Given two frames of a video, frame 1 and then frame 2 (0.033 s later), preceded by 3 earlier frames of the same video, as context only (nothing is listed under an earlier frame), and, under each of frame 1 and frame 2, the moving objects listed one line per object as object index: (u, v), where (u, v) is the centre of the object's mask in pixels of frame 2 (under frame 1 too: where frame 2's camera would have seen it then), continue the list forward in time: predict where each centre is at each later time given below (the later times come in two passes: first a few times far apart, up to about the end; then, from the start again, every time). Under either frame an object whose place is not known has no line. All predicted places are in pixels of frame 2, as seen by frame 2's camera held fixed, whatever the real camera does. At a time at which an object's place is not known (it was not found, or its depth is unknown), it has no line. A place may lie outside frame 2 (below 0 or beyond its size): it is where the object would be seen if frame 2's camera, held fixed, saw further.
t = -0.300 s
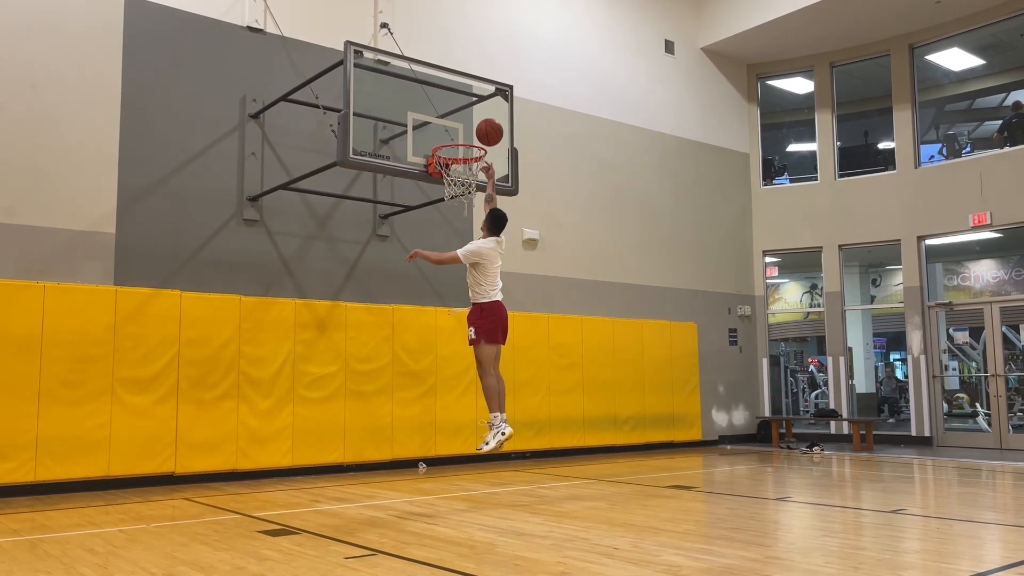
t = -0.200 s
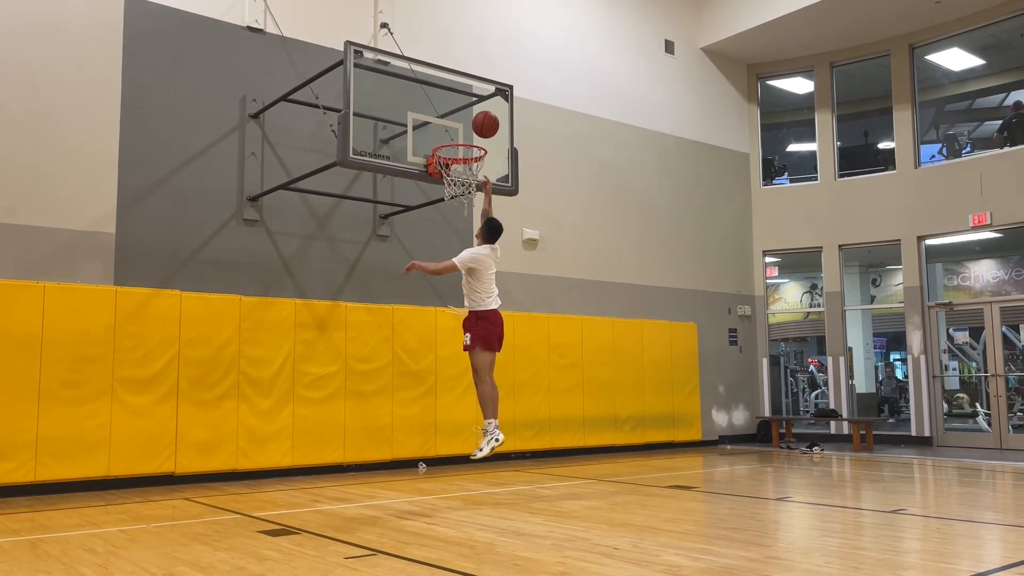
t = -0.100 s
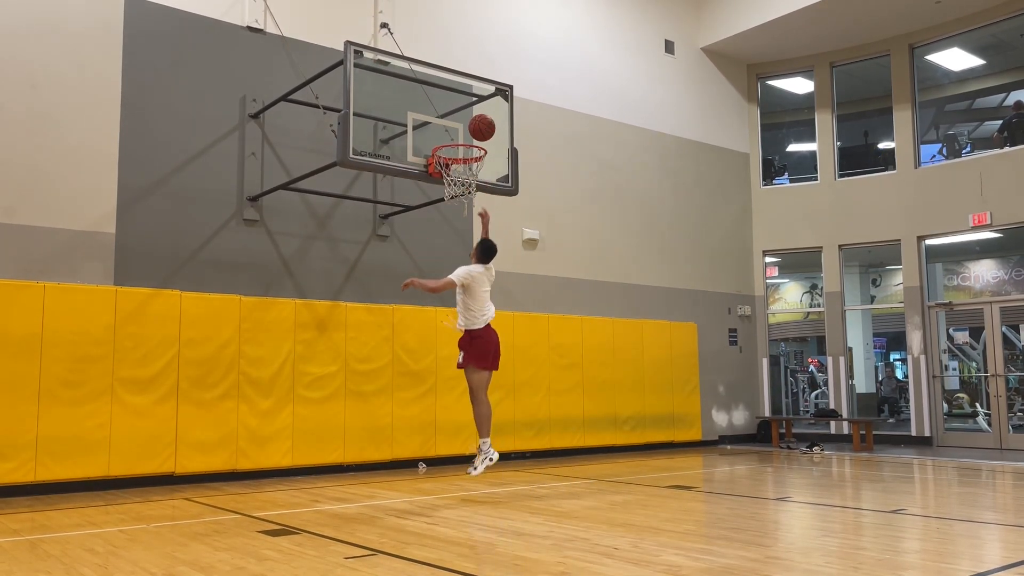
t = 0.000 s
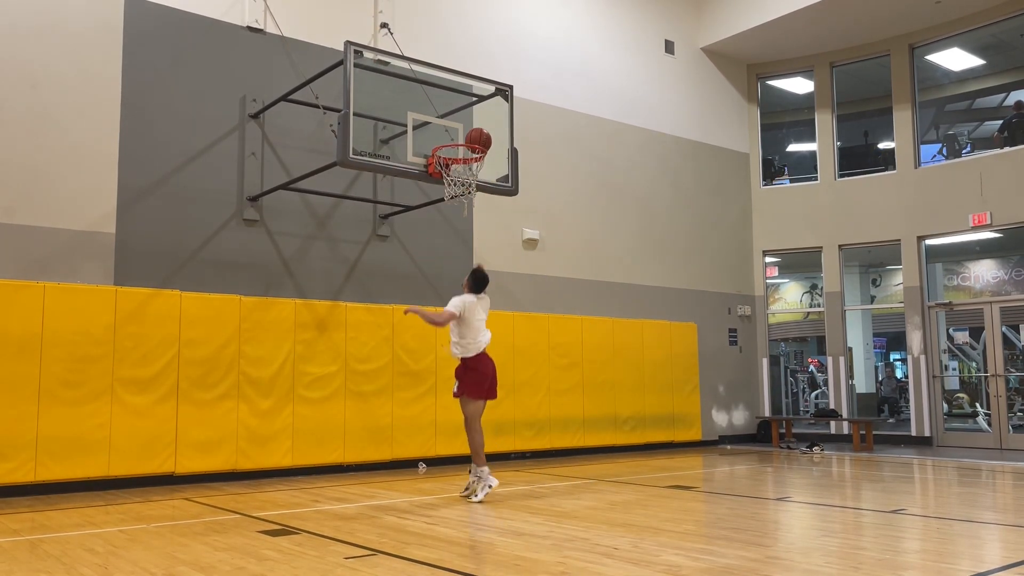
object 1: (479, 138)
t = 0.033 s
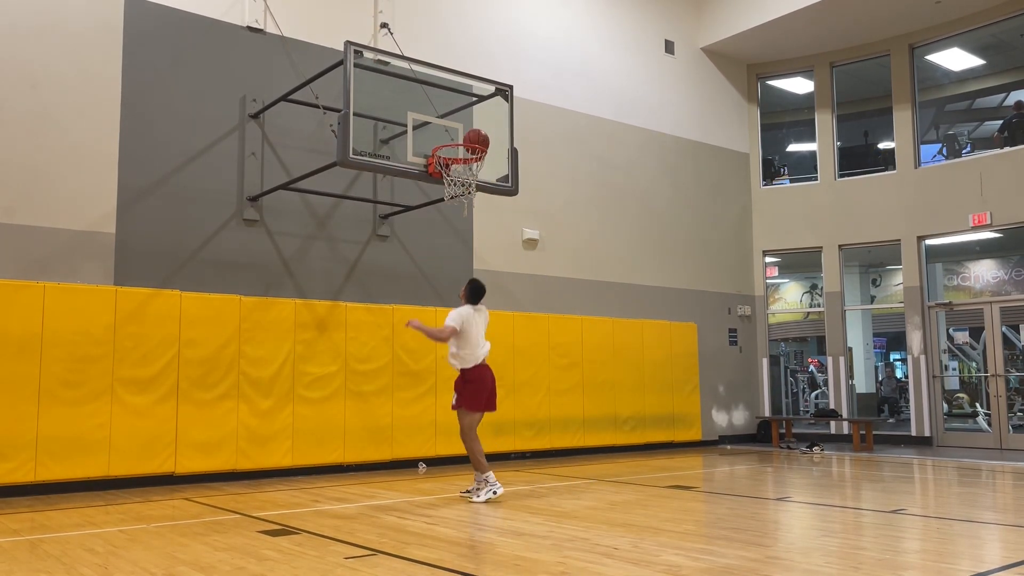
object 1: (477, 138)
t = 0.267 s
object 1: (456, 154)
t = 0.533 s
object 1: (443, 177)
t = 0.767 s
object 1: (460, 214)
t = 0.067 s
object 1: (475, 139)
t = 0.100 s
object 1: (471, 147)
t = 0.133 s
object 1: (468, 149)
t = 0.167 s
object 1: (465, 150)
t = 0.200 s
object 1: (462, 152)
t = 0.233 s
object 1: (459, 153)
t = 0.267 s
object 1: (456, 154)
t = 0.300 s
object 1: (453, 154)
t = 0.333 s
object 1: (450, 157)
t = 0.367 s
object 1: (448, 158)
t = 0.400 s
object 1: (446, 162)
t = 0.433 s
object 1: (445, 166)
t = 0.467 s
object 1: (443, 170)
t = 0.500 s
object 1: (442, 172)
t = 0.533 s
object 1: (443, 177)
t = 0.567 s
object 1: (445, 180)
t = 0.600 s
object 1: (446, 182)
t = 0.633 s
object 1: (449, 188)
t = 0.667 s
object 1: (452, 196)
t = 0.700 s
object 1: (455, 200)
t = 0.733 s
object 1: (457, 205)
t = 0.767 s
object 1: (460, 214)
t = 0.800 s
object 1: (463, 224)
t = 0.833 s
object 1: (466, 234)
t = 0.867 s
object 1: (468, 247)
